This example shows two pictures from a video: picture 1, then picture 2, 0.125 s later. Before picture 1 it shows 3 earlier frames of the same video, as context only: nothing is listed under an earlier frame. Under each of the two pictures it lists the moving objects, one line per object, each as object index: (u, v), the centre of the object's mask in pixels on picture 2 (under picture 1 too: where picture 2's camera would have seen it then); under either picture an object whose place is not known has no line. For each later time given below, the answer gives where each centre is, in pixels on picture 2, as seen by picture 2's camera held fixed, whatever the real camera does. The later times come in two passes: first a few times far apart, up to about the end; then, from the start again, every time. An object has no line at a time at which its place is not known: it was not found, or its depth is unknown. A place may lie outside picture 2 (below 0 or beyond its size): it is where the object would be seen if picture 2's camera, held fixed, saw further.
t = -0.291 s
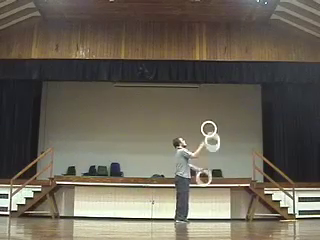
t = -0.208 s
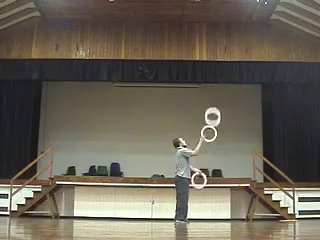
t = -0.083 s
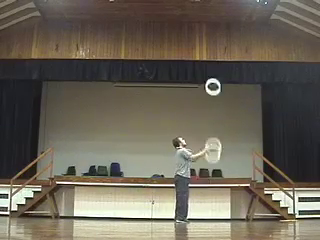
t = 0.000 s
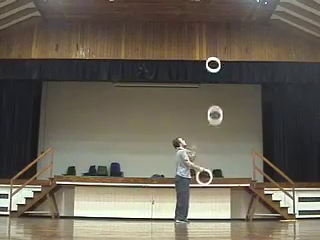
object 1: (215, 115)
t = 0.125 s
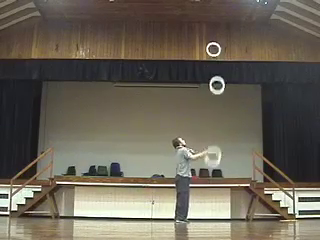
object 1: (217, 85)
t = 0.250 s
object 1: (219, 62)
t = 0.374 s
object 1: (221, 47)
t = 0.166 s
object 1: (217, 77)
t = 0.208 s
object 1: (218, 69)
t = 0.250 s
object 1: (219, 62)
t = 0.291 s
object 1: (219, 56)
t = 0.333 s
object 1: (220, 51)
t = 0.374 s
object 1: (221, 47)
